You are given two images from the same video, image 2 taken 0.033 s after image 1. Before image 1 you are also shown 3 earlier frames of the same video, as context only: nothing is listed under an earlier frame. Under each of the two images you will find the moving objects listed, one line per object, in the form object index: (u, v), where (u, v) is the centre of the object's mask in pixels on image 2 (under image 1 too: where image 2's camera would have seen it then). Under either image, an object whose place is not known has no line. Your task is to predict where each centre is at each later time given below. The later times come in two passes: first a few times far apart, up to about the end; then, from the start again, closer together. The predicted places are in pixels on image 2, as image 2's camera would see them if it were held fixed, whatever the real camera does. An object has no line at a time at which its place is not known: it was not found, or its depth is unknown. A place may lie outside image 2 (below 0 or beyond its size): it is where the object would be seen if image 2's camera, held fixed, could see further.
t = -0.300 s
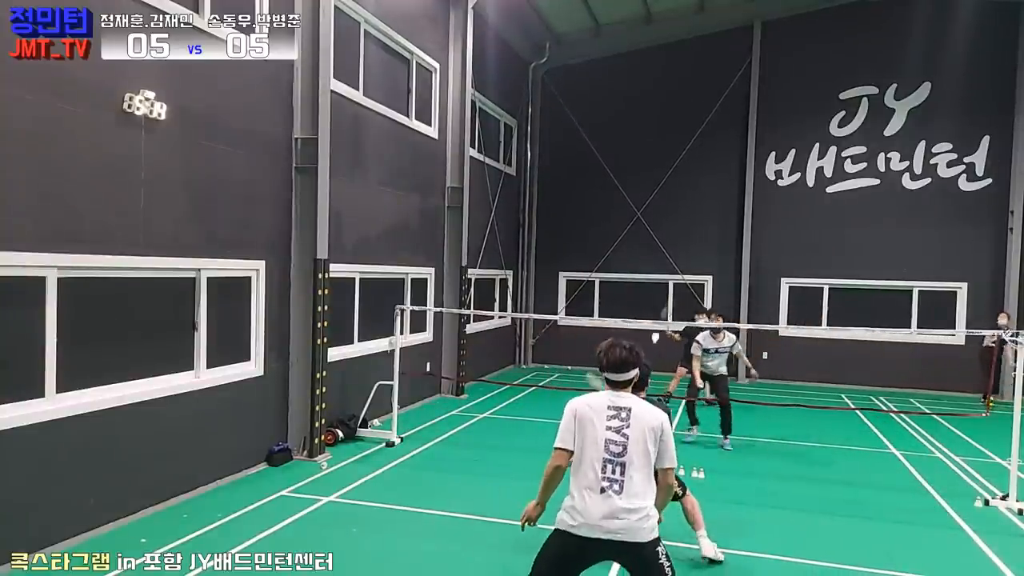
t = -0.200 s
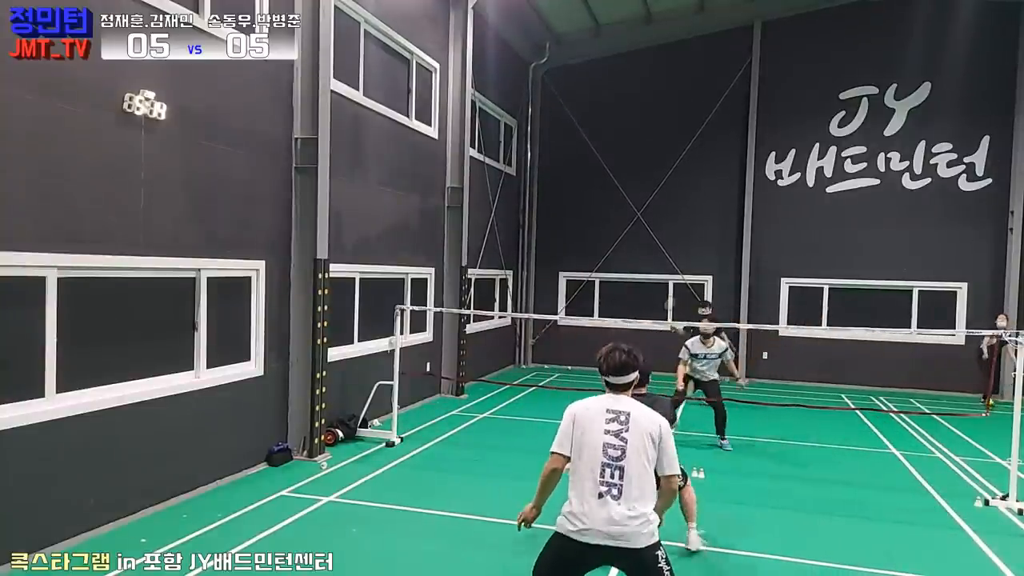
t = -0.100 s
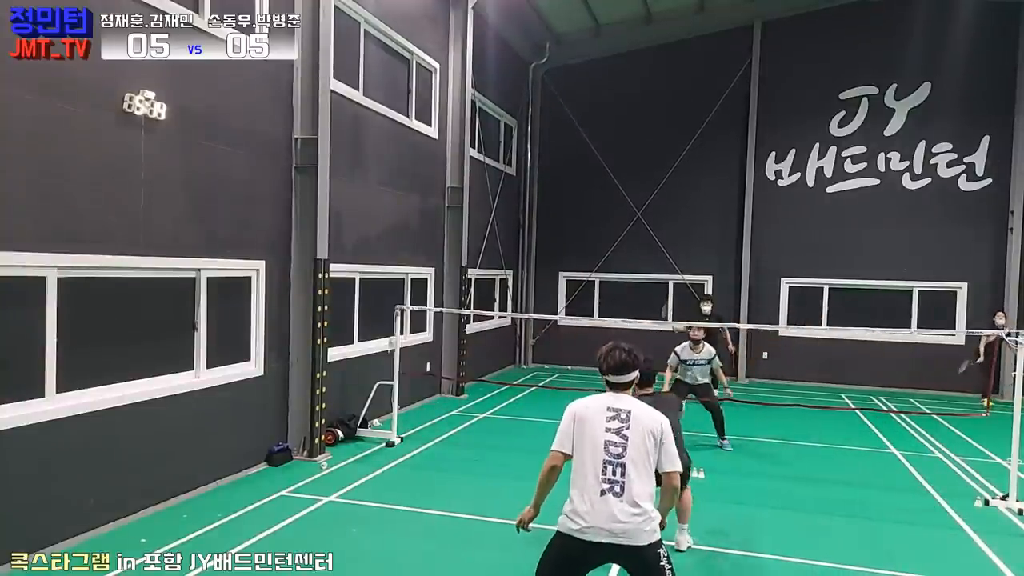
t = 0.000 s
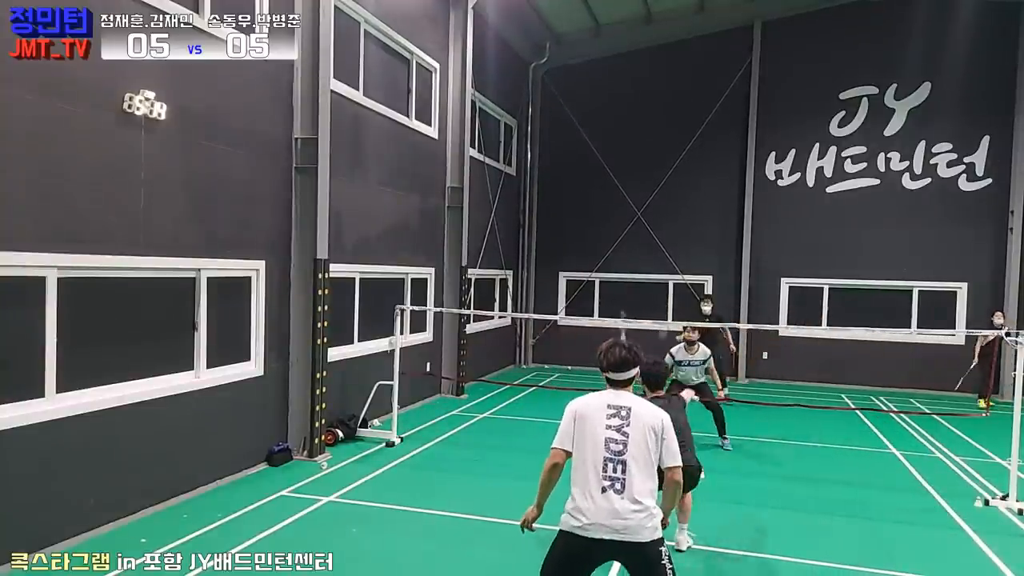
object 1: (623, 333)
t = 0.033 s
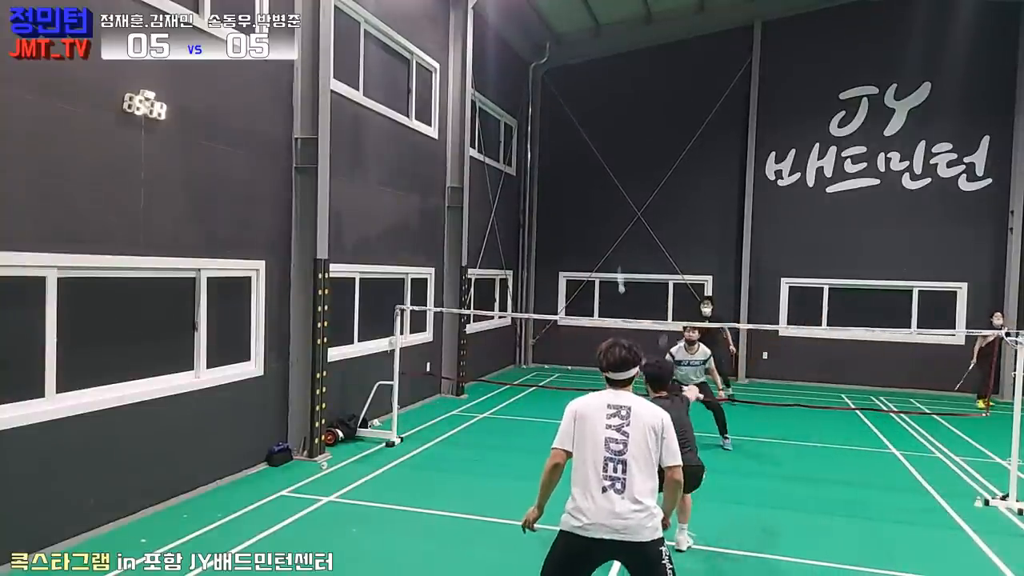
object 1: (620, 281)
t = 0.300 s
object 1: (607, 128)
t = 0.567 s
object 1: (603, 103)
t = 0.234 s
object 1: (610, 147)
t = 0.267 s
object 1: (609, 136)
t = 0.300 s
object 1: (607, 128)
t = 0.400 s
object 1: (604, 111)
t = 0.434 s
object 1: (604, 107)
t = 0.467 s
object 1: (603, 105)
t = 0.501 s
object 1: (603, 104)
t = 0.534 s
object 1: (603, 103)
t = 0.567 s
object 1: (603, 103)
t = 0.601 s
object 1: (603, 104)
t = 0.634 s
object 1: (603, 105)
